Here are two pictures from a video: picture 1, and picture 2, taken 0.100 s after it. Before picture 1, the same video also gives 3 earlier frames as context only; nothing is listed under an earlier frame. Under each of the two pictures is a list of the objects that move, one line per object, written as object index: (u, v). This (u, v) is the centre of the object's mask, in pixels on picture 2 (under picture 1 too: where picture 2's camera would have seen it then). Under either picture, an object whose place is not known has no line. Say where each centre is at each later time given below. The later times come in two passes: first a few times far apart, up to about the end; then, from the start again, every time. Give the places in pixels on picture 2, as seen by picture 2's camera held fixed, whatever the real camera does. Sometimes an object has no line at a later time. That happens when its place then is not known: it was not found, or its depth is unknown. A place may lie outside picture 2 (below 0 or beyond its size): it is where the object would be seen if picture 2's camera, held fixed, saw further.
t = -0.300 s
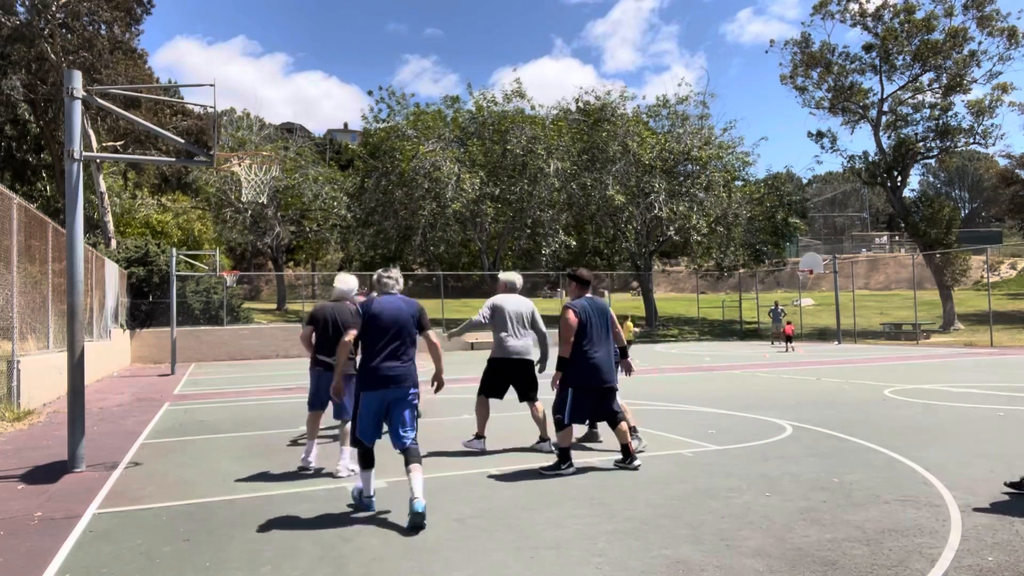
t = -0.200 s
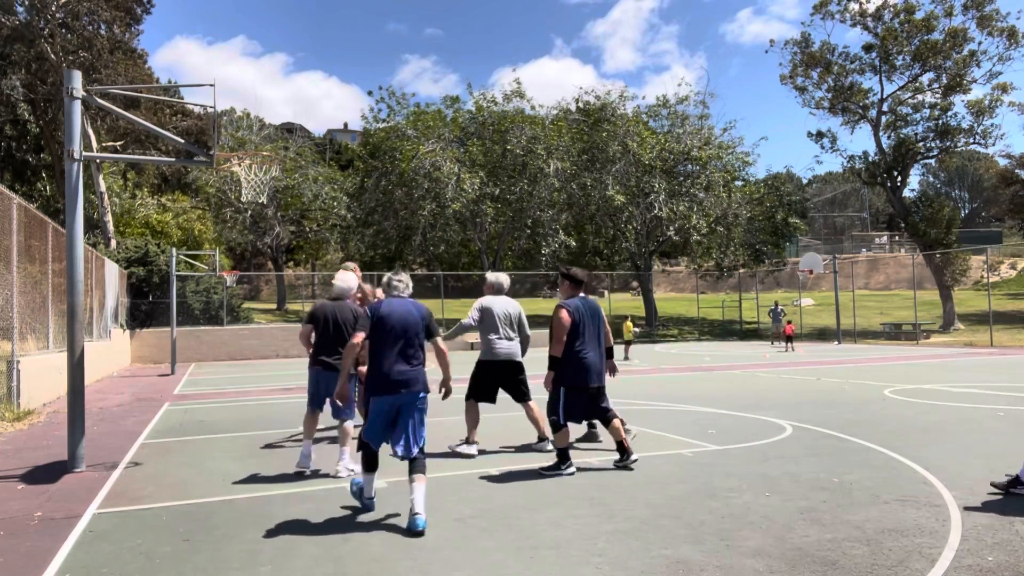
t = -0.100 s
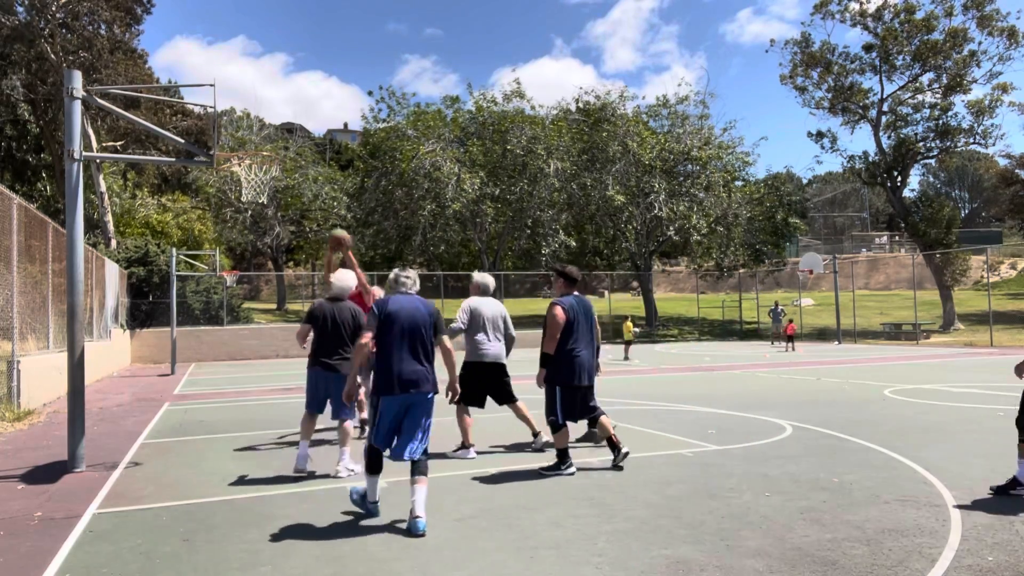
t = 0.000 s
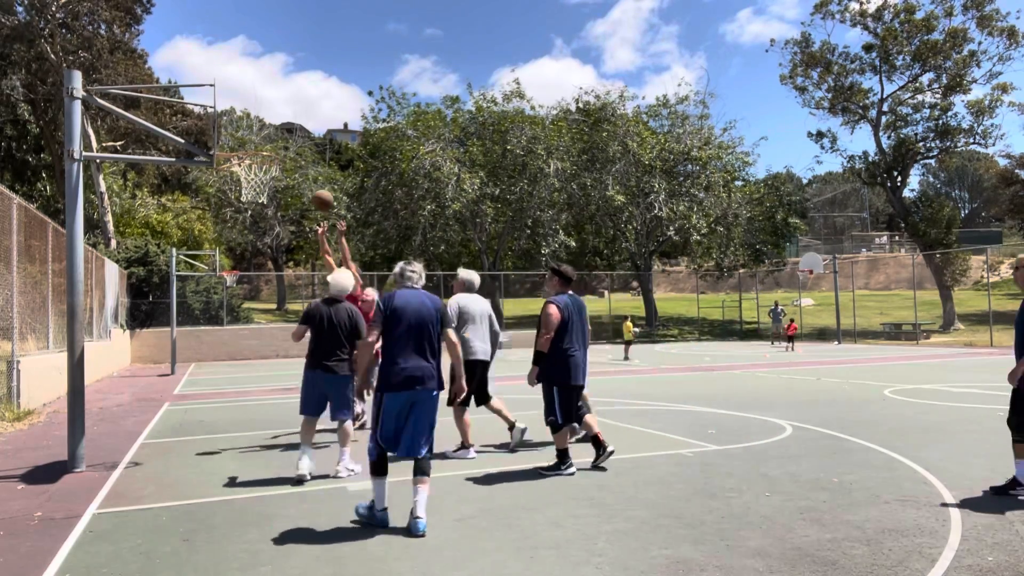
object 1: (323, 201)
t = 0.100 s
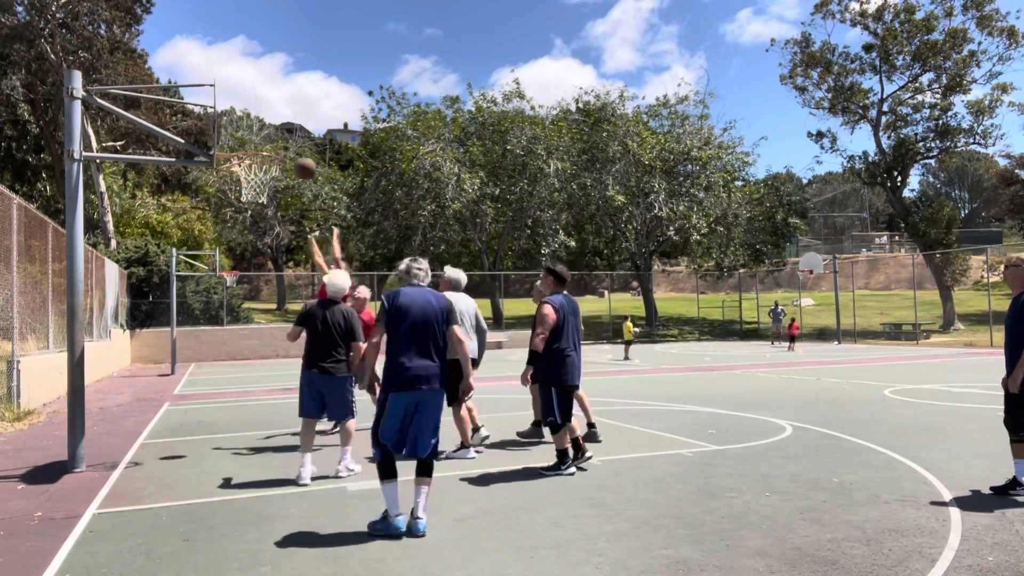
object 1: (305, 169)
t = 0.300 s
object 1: (268, 129)
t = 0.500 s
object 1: (232, 125)
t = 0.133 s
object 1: (299, 159)
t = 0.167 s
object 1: (293, 152)
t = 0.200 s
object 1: (288, 145)
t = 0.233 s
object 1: (281, 138)
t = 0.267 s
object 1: (275, 134)
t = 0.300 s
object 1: (268, 129)
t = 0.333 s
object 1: (263, 125)
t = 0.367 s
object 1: (256, 123)
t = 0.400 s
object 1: (251, 123)
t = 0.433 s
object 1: (245, 122)
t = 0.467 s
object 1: (239, 123)
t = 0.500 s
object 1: (232, 125)
